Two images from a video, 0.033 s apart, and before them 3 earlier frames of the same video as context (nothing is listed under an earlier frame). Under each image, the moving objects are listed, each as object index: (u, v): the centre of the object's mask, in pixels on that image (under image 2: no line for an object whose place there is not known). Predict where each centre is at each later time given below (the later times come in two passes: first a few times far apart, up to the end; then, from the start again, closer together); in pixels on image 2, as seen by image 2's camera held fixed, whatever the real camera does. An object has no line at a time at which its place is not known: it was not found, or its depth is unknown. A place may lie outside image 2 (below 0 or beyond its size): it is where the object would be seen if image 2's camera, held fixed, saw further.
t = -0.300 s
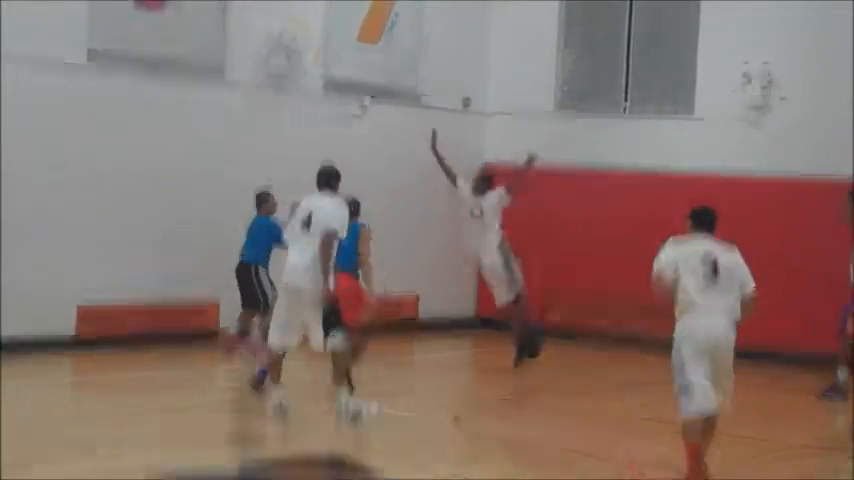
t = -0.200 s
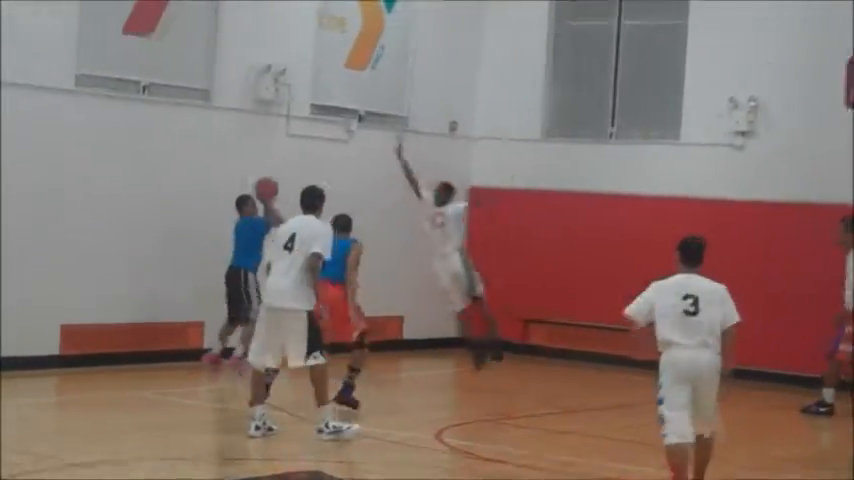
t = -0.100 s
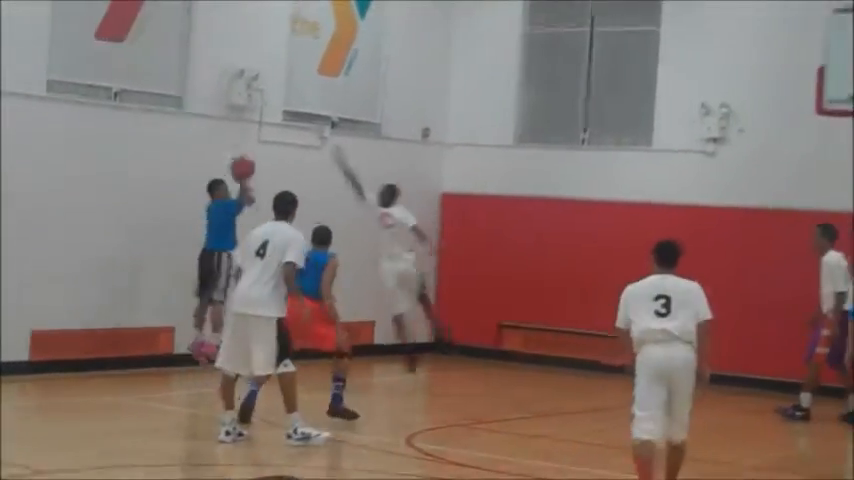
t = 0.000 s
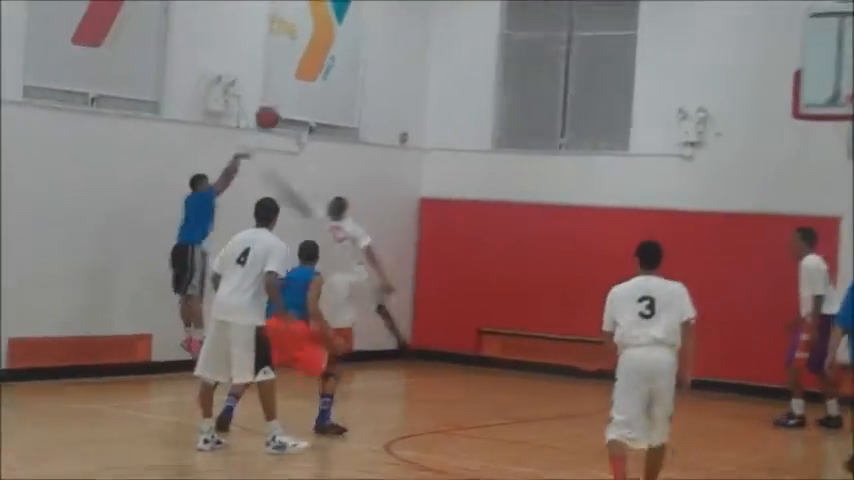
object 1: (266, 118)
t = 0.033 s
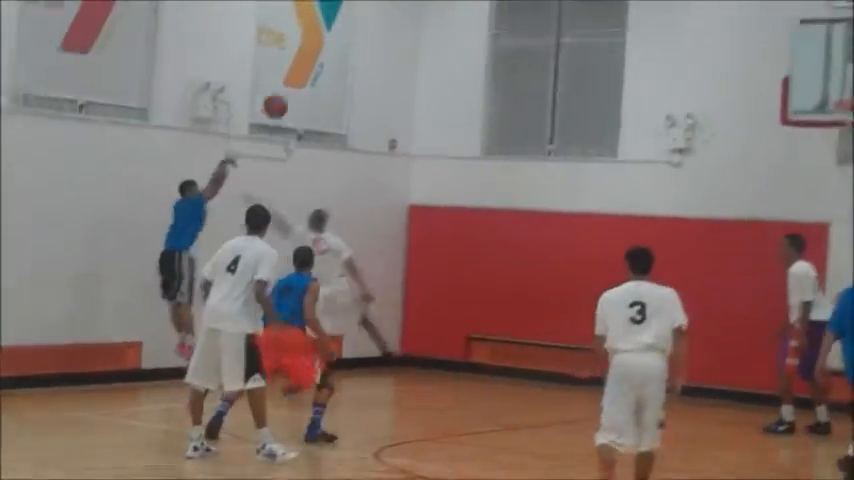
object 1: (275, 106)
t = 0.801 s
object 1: (701, -5)
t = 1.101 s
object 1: (819, 96)
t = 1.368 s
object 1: (710, 122)
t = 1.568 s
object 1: (635, 184)
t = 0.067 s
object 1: (294, 89)
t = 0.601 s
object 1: (593, -36)
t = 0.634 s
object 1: (611, -34)
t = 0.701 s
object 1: (647, -25)
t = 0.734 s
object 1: (665, -19)
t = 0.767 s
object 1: (683, -13)
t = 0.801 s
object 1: (701, -5)
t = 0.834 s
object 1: (719, 4)
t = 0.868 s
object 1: (736, 14)
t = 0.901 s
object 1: (753, 26)
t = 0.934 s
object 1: (770, 39)
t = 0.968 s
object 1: (787, 52)
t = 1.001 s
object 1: (805, 67)
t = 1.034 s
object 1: (822, 83)
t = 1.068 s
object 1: (832, 96)
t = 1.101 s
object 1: (819, 96)
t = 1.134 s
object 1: (805, 95)
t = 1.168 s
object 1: (790, 96)
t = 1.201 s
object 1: (775, 97)
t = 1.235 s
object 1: (763, 100)
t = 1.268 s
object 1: (749, 104)
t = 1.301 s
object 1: (736, 109)
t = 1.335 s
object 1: (723, 114)
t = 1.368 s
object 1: (710, 122)
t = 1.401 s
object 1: (697, 130)
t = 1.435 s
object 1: (684, 140)
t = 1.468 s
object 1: (671, 149)
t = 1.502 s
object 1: (659, 160)
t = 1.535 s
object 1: (647, 171)
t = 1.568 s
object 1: (635, 184)
